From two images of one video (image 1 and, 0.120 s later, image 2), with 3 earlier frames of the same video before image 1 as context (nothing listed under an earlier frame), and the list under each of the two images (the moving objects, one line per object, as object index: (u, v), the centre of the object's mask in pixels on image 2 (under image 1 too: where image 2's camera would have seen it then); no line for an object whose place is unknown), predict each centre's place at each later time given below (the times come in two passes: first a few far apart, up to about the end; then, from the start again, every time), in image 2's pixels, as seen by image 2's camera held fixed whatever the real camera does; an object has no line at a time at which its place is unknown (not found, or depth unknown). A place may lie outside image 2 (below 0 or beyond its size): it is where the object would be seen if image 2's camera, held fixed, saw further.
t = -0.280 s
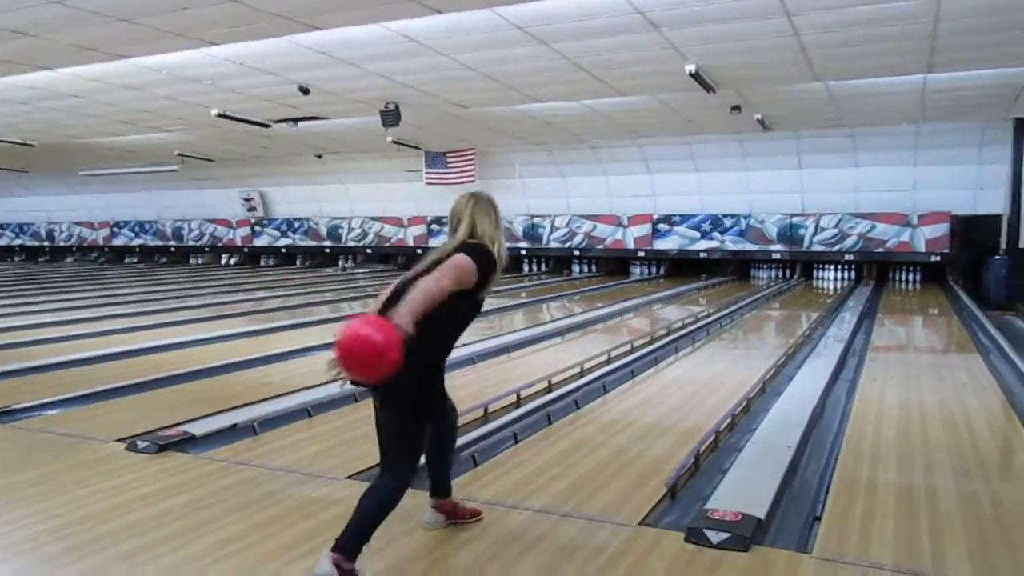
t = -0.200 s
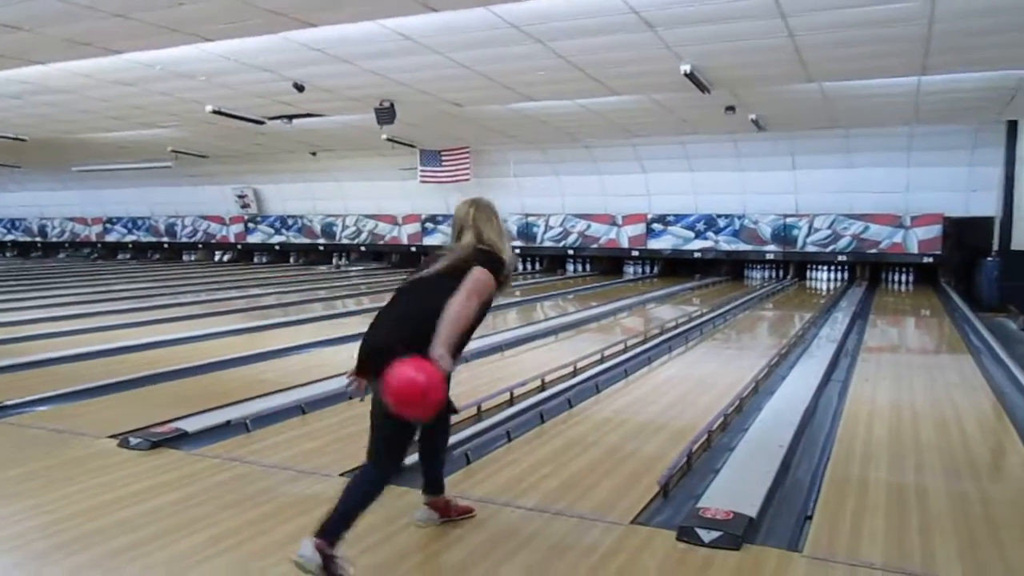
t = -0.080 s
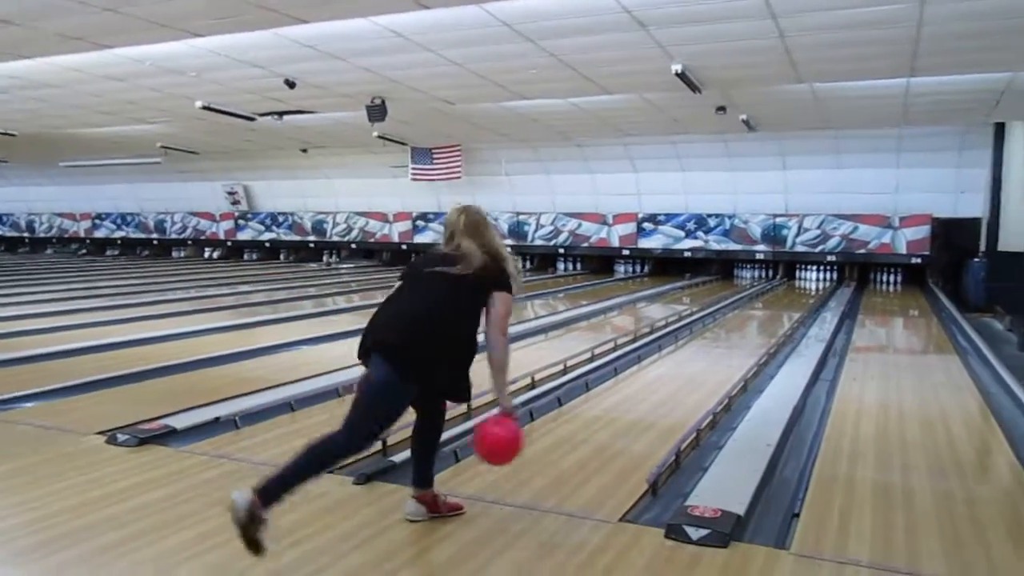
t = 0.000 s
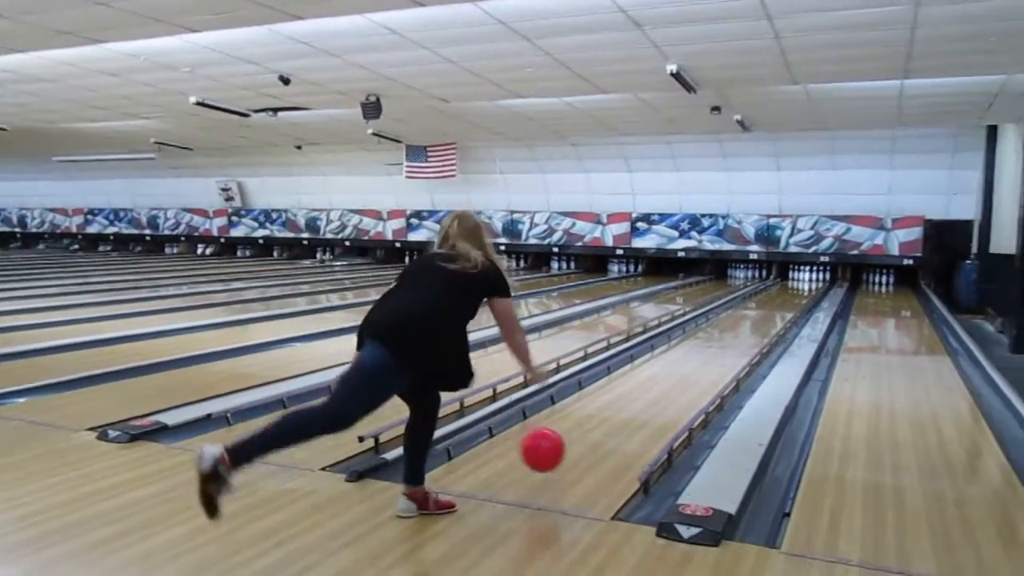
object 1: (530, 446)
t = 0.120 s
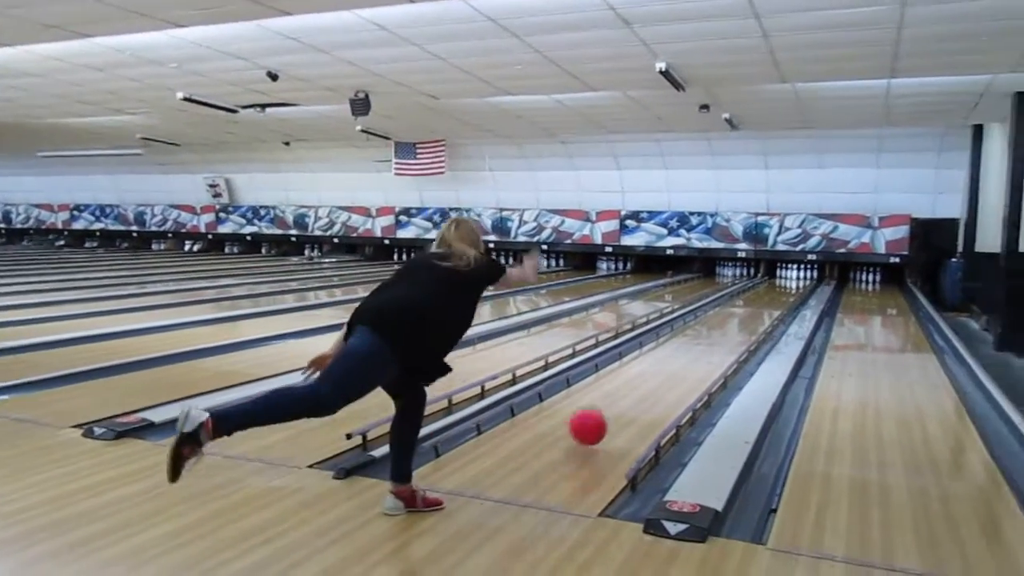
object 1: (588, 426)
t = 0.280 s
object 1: (640, 400)
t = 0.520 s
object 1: (693, 366)
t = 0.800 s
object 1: (731, 340)
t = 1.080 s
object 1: (756, 322)
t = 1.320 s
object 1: (774, 310)
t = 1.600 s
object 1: (780, 303)
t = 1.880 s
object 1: (787, 294)
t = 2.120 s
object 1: (791, 289)
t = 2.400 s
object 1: (796, 285)
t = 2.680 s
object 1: (796, 284)
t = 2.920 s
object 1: (798, 283)
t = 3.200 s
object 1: (806, 279)
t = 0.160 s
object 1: (603, 416)
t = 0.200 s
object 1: (616, 410)
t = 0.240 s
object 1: (629, 406)
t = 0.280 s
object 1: (640, 400)
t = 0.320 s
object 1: (651, 393)
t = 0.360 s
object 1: (660, 388)
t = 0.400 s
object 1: (670, 382)
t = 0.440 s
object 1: (678, 376)
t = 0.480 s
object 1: (685, 371)
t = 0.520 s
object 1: (693, 366)
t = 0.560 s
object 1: (699, 362)
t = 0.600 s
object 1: (706, 357)
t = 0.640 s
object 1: (711, 353)
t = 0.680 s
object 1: (717, 349)
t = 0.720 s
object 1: (722, 346)
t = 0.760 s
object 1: (727, 343)
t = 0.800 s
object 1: (731, 340)
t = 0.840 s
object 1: (736, 337)
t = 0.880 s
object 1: (740, 335)
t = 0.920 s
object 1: (744, 332)
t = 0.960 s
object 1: (747, 330)
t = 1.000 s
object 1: (750, 328)
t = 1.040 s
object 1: (753, 325)
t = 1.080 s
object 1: (756, 322)
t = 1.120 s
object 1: (759, 321)
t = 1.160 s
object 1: (762, 318)
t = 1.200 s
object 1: (765, 317)
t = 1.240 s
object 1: (768, 315)
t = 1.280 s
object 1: (770, 313)
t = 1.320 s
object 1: (774, 310)
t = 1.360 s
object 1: (775, 309)
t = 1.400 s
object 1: (776, 309)
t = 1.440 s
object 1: (777, 306)
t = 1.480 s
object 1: (777, 305)
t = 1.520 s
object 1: (777, 305)
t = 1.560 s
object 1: (779, 304)
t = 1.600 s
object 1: (780, 303)
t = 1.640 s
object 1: (781, 301)
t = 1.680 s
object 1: (782, 299)
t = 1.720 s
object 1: (782, 299)
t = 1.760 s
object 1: (782, 298)
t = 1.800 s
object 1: (785, 296)
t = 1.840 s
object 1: (786, 295)
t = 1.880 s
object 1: (787, 294)
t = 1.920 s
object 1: (787, 293)
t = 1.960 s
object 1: (788, 293)
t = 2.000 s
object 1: (788, 291)
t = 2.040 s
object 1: (789, 290)
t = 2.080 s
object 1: (790, 289)
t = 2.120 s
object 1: (791, 289)
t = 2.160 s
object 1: (791, 289)
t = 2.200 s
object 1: (791, 288)
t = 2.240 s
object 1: (792, 288)
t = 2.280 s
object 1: (792, 287)
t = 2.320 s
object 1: (794, 286)
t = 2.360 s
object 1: (795, 285)
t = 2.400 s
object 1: (796, 285)
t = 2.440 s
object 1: (796, 285)
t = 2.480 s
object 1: (796, 285)
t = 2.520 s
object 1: (796, 285)
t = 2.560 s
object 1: (796, 285)
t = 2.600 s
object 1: (796, 284)
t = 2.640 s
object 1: (796, 284)
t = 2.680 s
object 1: (796, 284)
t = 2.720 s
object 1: (796, 284)
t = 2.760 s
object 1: (797, 283)
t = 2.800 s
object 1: (797, 283)
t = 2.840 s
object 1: (798, 283)
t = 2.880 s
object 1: (798, 283)
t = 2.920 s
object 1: (798, 283)
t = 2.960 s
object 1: (799, 283)
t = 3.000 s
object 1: (799, 282)
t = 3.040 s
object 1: (800, 282)
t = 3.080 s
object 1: (800, 281)
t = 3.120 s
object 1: (801, 281)
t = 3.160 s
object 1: (804, 280)
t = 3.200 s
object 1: (806, 279)
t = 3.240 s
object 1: (807, 279)
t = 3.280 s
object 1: (809, 277)
